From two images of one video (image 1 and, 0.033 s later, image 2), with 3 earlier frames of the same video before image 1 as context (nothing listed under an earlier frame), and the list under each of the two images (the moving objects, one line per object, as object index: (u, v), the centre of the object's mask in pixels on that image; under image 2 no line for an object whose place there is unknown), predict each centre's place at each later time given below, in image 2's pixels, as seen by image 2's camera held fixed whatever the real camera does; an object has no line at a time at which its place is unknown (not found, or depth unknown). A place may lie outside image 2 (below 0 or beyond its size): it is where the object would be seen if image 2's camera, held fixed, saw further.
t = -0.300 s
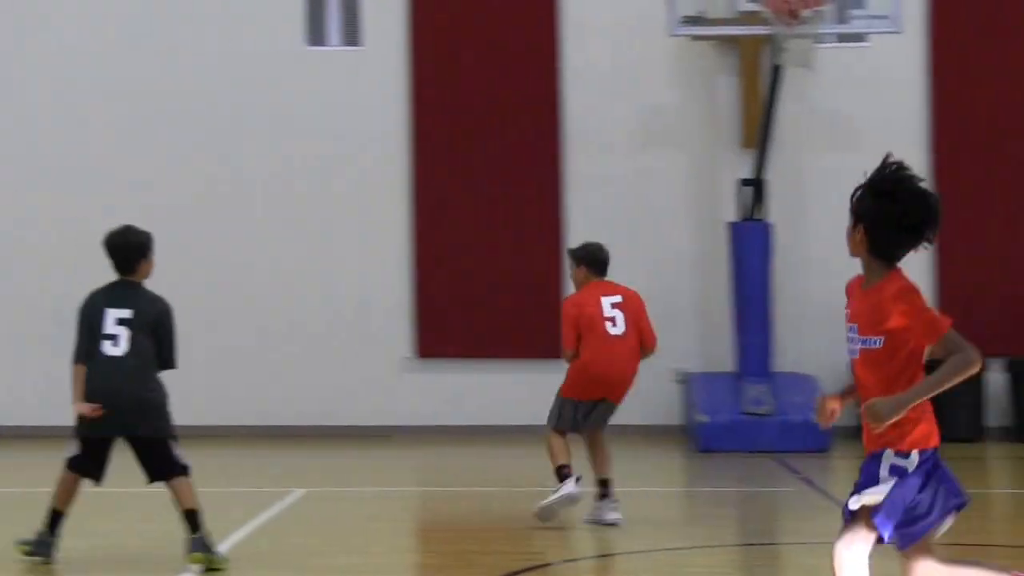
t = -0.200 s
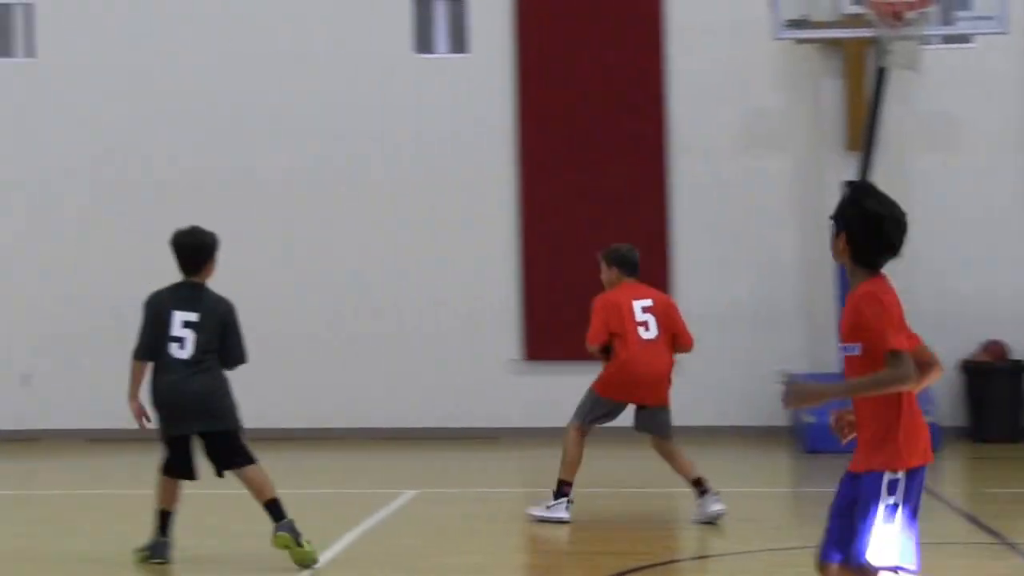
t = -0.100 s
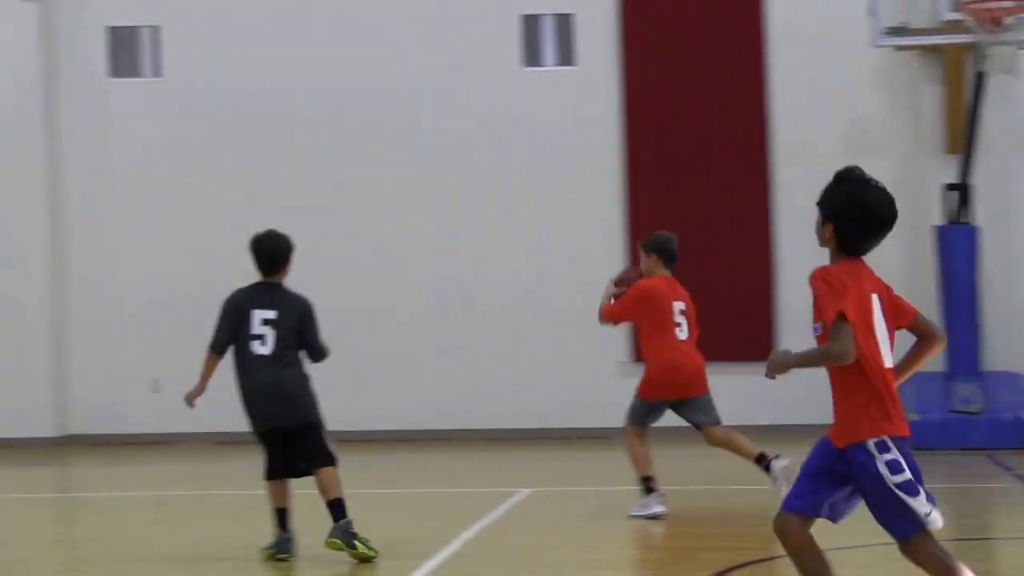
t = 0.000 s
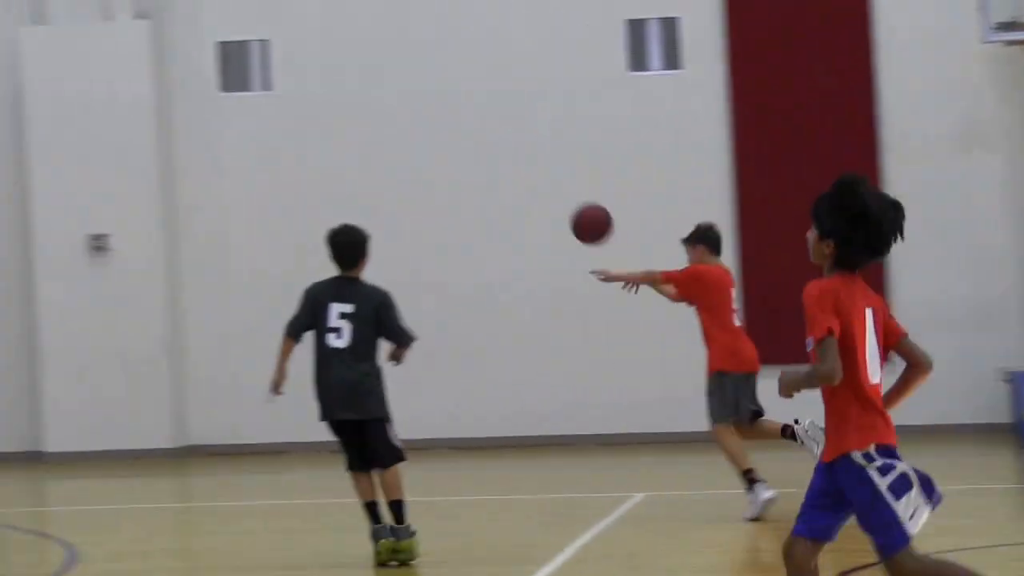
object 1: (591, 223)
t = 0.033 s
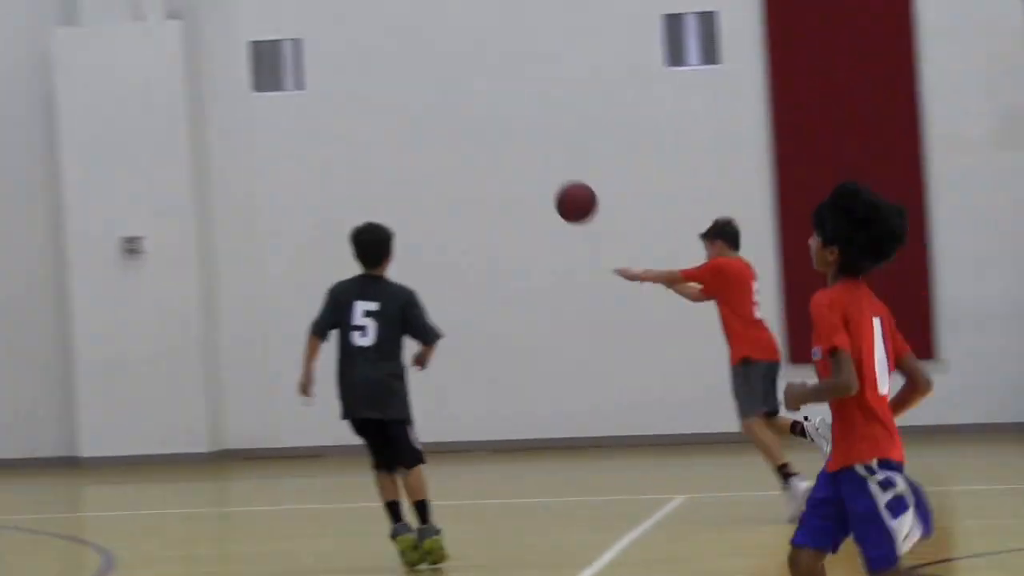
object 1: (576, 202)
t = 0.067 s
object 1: (525, 186)
